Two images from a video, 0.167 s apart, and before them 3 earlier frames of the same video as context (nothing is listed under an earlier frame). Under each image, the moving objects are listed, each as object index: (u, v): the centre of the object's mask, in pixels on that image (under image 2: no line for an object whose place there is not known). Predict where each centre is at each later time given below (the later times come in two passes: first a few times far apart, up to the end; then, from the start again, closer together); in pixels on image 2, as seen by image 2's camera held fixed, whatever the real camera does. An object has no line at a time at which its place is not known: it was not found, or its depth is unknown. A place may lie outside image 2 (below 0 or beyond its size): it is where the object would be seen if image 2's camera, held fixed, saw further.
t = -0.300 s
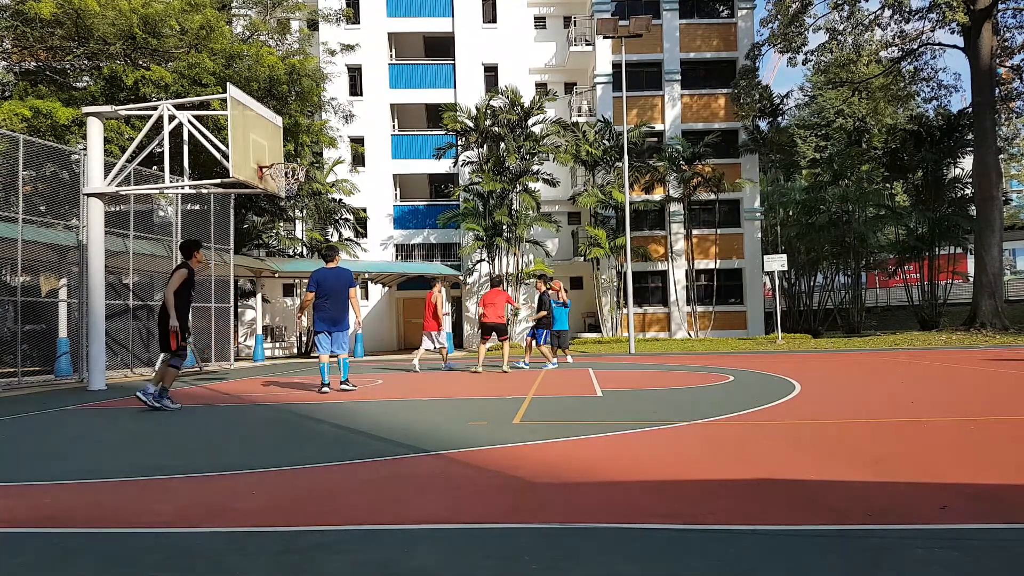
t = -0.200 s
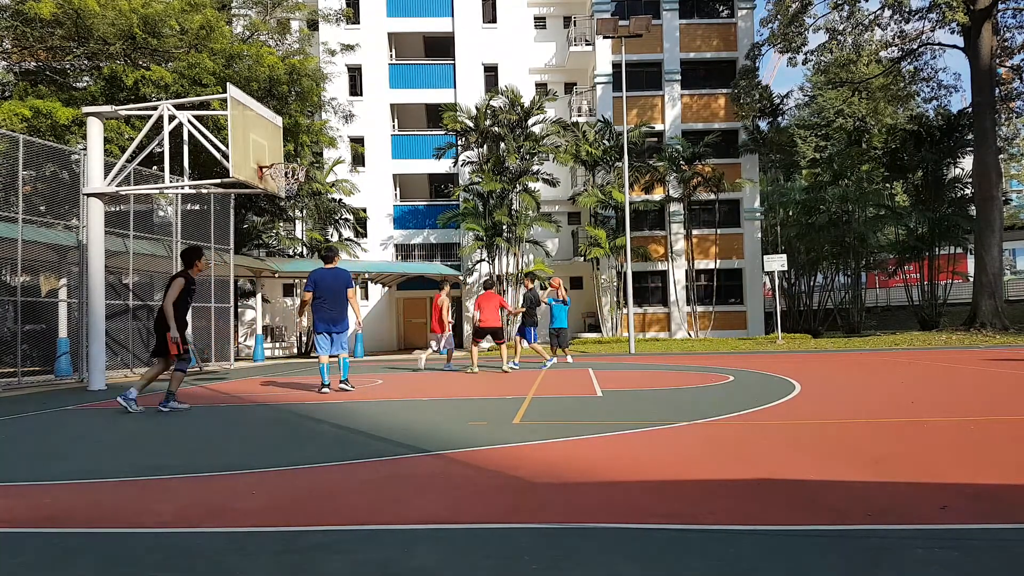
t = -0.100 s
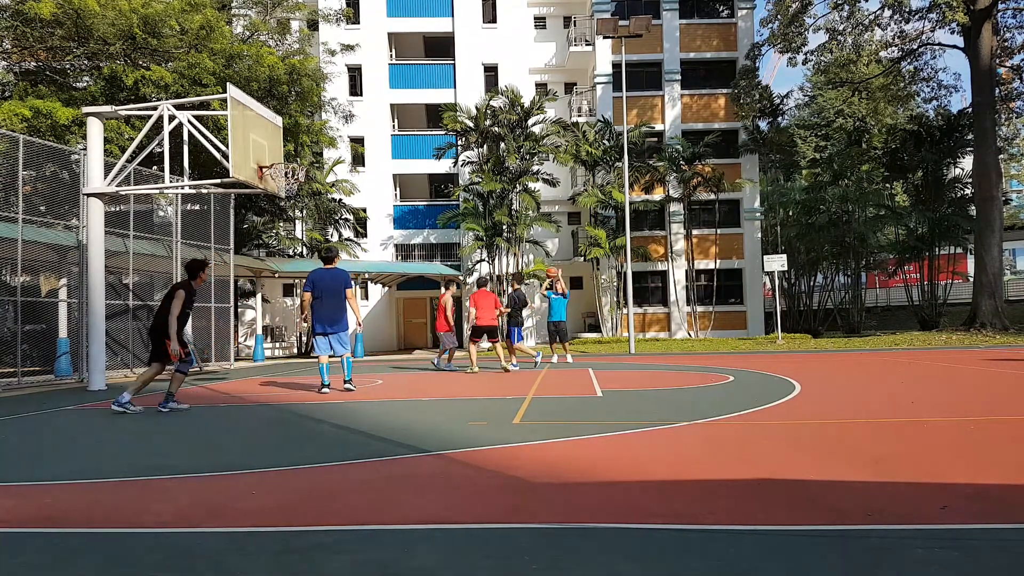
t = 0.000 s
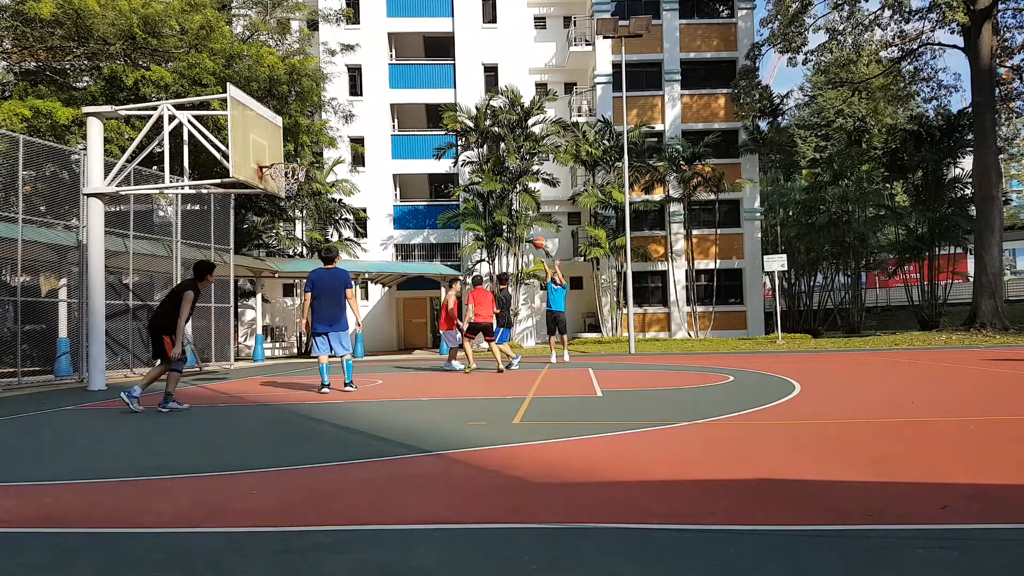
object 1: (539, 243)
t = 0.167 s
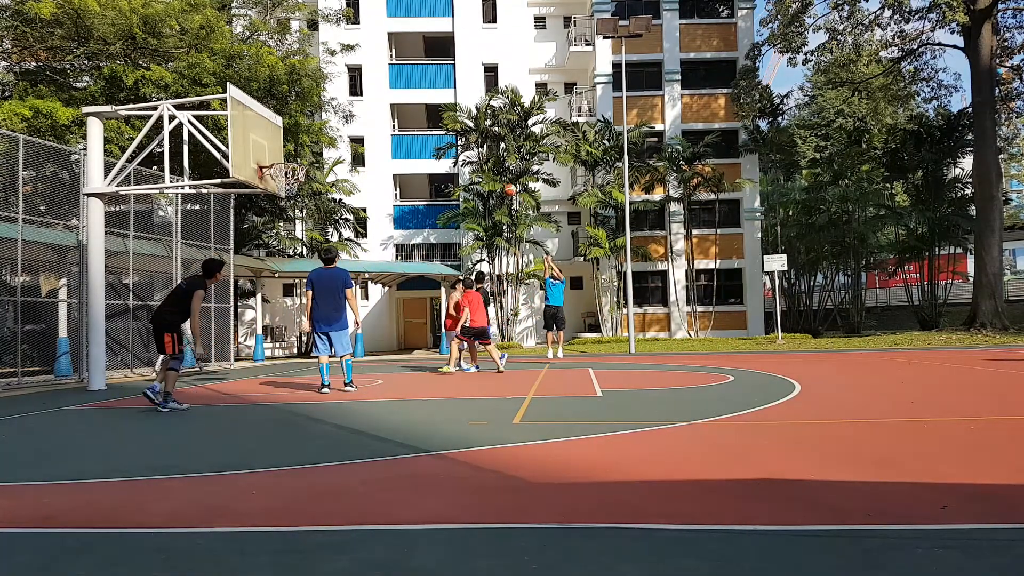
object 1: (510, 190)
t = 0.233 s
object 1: (498, 173)
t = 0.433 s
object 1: (460, 129)
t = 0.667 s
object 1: (410, 103)
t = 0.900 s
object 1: (356, 108)
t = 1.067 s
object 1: (315, 132)
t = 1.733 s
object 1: (281, 202)
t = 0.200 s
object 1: (504, 181)
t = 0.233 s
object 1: (498, 173)
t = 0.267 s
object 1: (491, 164)
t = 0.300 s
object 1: (485, 156)
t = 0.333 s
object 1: (479, 149)
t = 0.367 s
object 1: (472, 142)
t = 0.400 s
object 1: (466, 136)
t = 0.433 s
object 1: (460, 129)
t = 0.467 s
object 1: (452, 124)
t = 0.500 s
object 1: (445, 119)
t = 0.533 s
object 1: (438, 114)
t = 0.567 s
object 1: (432, 111)
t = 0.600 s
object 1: (425, 108)
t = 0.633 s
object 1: (417, 105)
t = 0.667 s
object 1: (410, 103)
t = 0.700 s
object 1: (403, 102)
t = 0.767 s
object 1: (388, 101)
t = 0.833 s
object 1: (372, 103)
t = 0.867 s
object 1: (364, 105)
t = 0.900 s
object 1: (356, 108)
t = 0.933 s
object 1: (348, 111)
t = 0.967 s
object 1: (340, 115)
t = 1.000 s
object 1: (331, 121)
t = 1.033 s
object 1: (323, 126)
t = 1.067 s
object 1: (315, 132)
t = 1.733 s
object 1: (281, 202)
